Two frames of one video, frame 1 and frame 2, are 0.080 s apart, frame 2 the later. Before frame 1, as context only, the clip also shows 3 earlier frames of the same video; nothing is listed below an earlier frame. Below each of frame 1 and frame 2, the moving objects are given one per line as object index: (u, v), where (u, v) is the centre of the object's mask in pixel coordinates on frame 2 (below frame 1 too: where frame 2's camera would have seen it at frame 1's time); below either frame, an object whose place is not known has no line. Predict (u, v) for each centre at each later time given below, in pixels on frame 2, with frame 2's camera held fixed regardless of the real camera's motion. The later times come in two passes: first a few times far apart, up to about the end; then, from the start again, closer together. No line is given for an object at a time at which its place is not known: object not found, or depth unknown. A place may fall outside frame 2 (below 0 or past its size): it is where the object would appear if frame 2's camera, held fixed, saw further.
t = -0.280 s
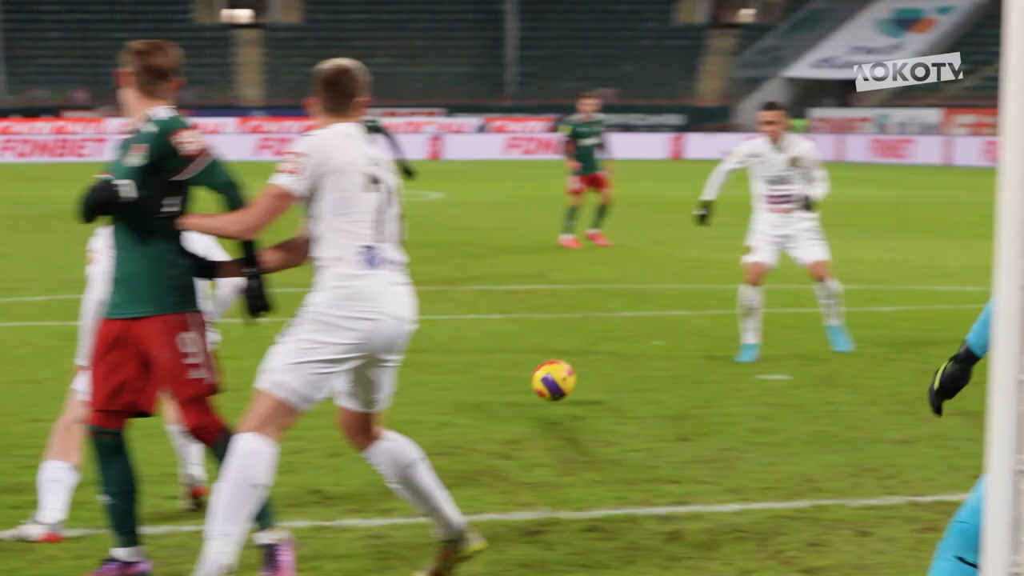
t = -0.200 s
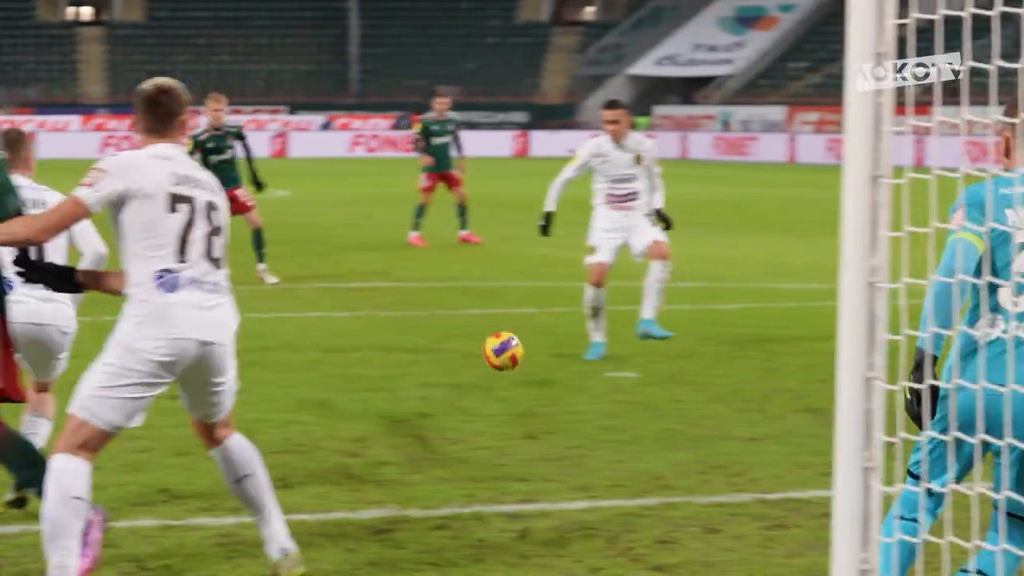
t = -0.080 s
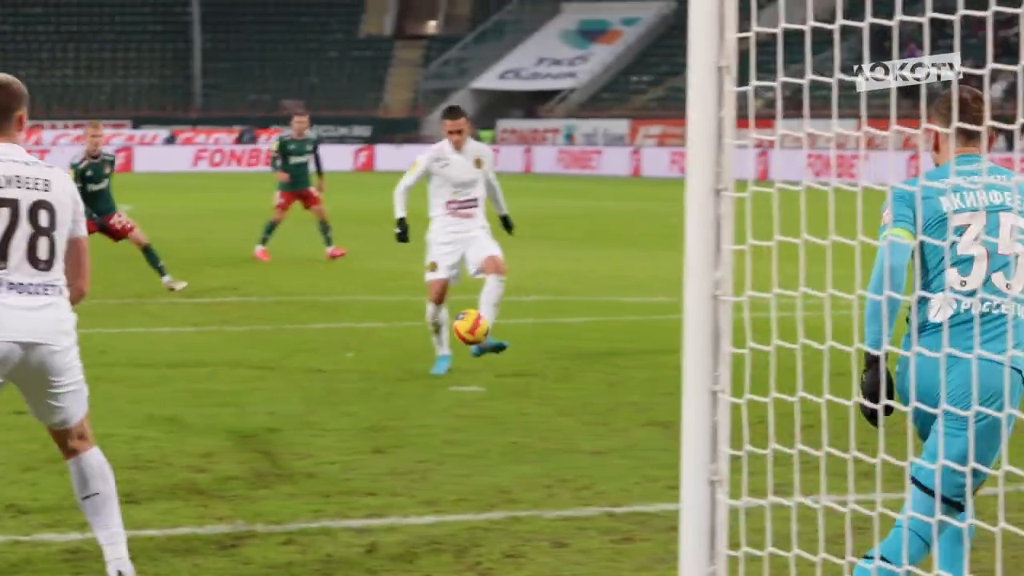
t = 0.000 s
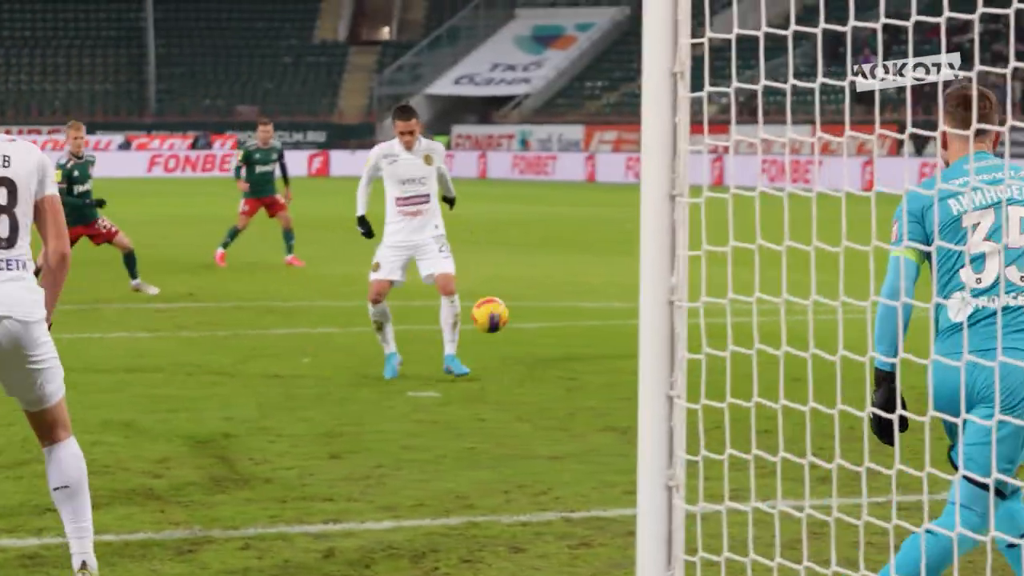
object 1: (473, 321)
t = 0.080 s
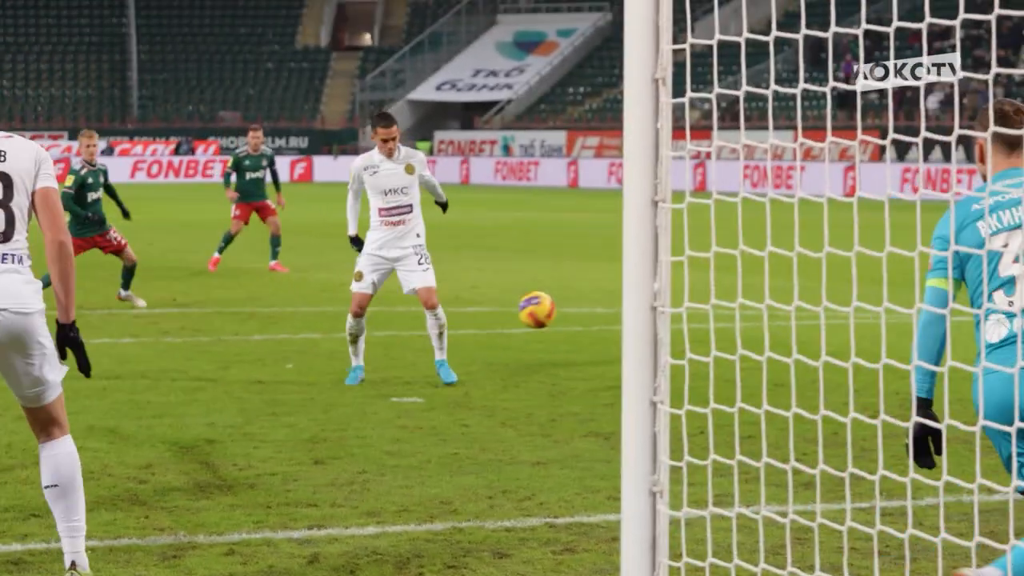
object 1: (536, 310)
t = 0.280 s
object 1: (704, 330)
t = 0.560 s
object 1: (948, 381)
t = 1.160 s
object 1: (1407, 401)
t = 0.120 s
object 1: (569, 309)
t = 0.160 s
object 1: (601, 310)
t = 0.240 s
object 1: (678, 321)
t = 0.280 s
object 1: (704, 330)
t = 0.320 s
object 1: (739, 341)
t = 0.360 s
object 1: (775, 357)
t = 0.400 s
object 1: (811, 375)
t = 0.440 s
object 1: (847, 396)
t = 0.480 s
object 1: (882, 397)
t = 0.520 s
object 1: (914, 388)
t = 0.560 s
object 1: (948, 381)
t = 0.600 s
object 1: (982, 376)
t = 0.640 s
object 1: (1017, 373)
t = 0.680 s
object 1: (1045, 373)
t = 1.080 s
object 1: (1351, 385)
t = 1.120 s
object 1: (1379, 393)
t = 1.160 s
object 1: (1407, 401)
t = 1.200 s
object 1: (1440, 415)
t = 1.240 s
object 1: (1469, 422)
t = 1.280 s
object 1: (1503, 418)
